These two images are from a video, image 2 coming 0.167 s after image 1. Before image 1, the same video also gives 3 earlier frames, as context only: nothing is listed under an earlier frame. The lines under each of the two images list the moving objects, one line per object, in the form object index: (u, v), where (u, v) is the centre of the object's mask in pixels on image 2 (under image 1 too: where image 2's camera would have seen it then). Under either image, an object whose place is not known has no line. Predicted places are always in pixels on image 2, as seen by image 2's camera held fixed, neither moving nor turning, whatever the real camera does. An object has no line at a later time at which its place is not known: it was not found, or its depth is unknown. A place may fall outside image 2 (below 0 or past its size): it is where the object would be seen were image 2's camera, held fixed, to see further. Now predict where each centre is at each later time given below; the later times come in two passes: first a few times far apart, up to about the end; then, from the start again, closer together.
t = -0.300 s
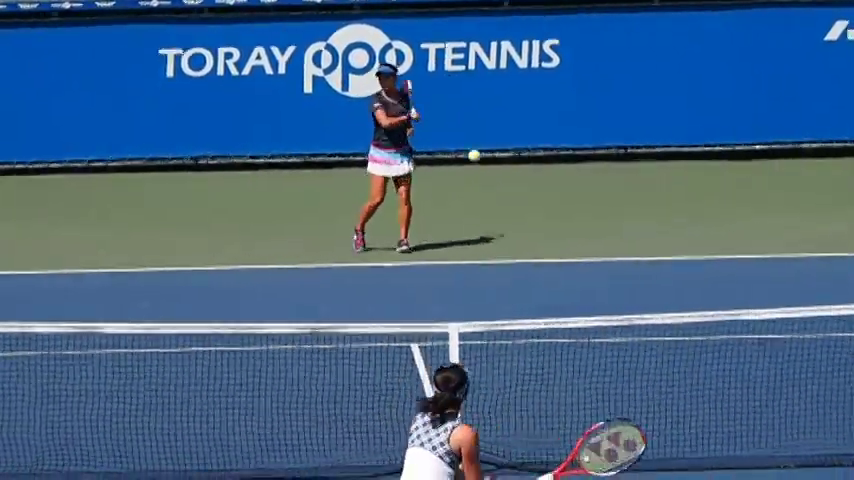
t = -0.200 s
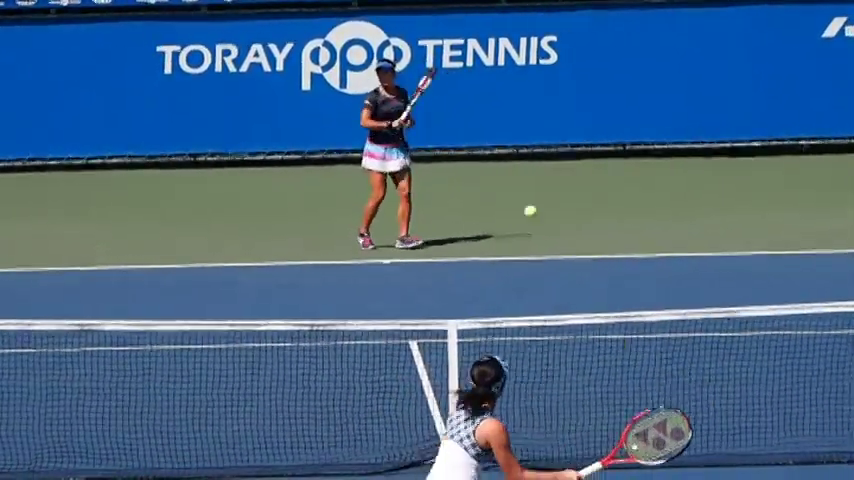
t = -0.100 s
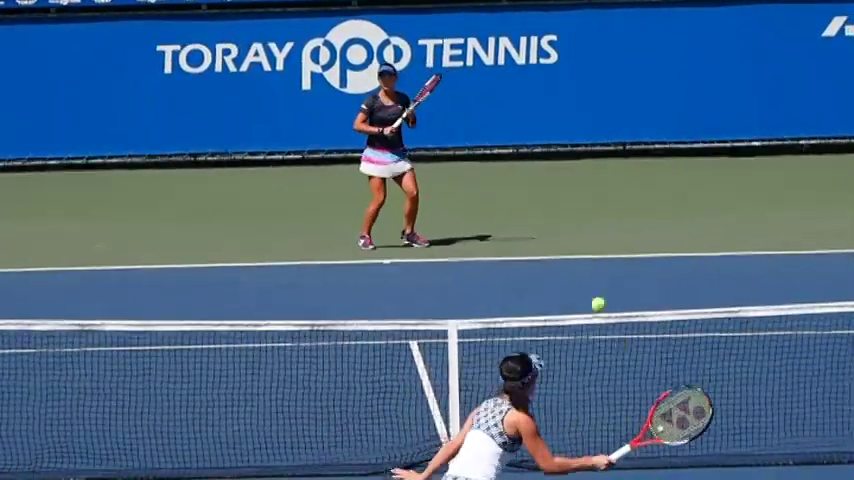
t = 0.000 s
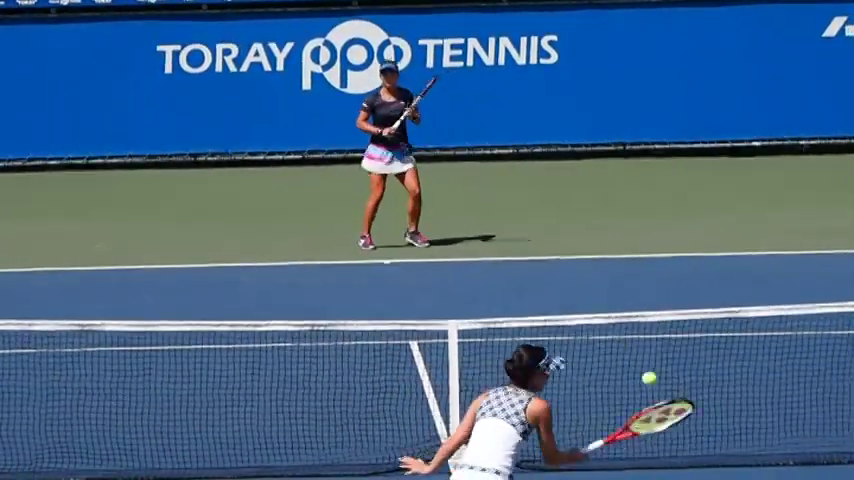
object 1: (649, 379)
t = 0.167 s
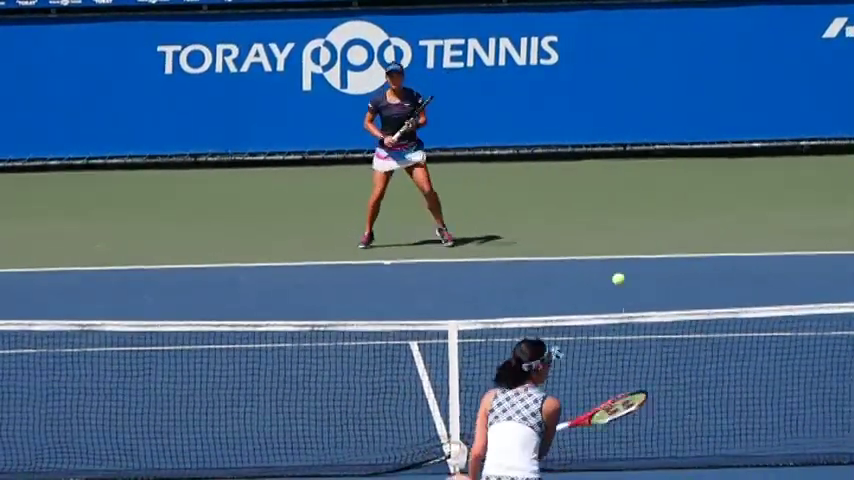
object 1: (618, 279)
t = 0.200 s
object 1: (613, 266)
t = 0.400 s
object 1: (591, 238)
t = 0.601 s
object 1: (578, 266)
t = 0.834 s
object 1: (575, 261)
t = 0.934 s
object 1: (576, 222)
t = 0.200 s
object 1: (613, 266)
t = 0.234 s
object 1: (609, 257)
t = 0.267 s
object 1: (604, 249)
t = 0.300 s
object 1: (600, 244)
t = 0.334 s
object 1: (597, 240)
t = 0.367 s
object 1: (594, 238)
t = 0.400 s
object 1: (591, 238)
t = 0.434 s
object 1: (588, 239)
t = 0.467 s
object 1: (586, 242)
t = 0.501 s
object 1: (583, 246)
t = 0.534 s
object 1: (581, 252)
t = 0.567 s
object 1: (580, 258)
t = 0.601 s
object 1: (578, 266)
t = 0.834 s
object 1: (575, 261)
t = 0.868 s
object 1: (574, 246)
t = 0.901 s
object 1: (575, 233)
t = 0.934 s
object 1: (576, 222)
